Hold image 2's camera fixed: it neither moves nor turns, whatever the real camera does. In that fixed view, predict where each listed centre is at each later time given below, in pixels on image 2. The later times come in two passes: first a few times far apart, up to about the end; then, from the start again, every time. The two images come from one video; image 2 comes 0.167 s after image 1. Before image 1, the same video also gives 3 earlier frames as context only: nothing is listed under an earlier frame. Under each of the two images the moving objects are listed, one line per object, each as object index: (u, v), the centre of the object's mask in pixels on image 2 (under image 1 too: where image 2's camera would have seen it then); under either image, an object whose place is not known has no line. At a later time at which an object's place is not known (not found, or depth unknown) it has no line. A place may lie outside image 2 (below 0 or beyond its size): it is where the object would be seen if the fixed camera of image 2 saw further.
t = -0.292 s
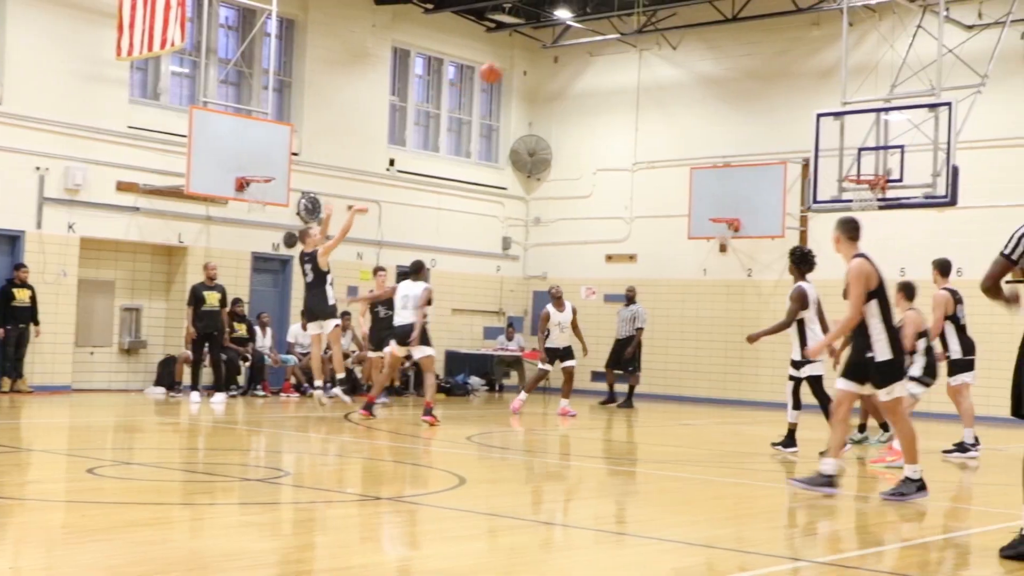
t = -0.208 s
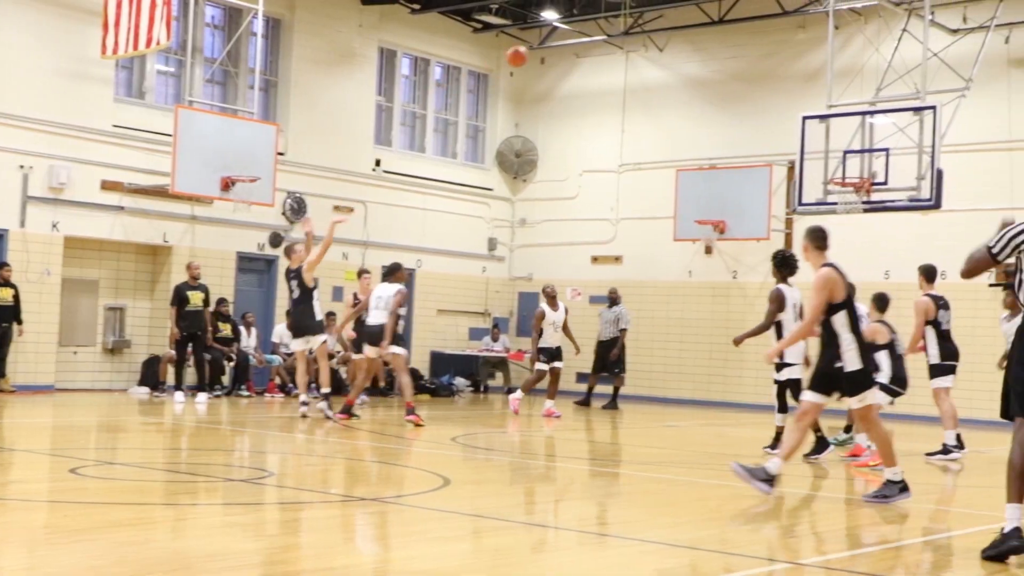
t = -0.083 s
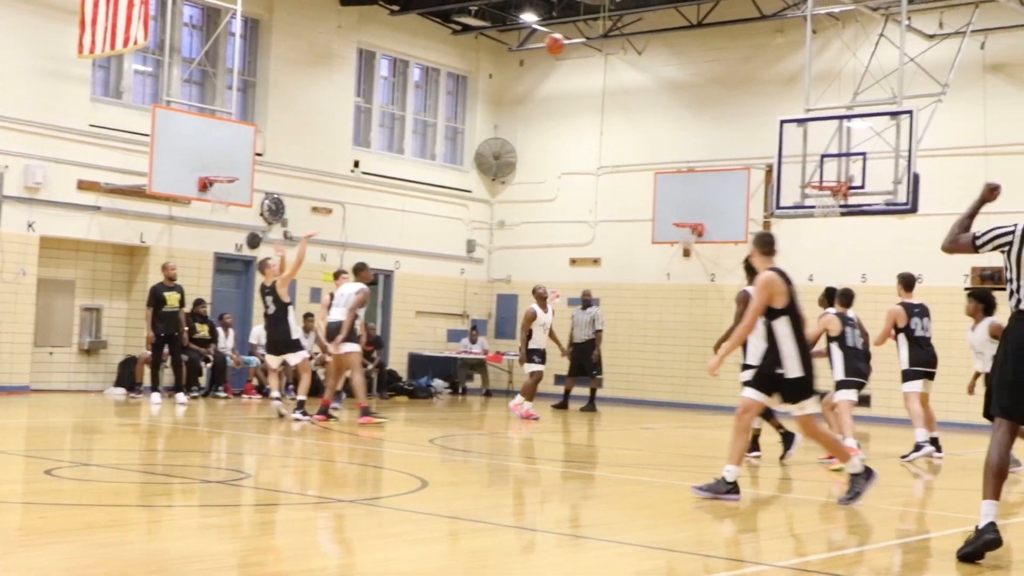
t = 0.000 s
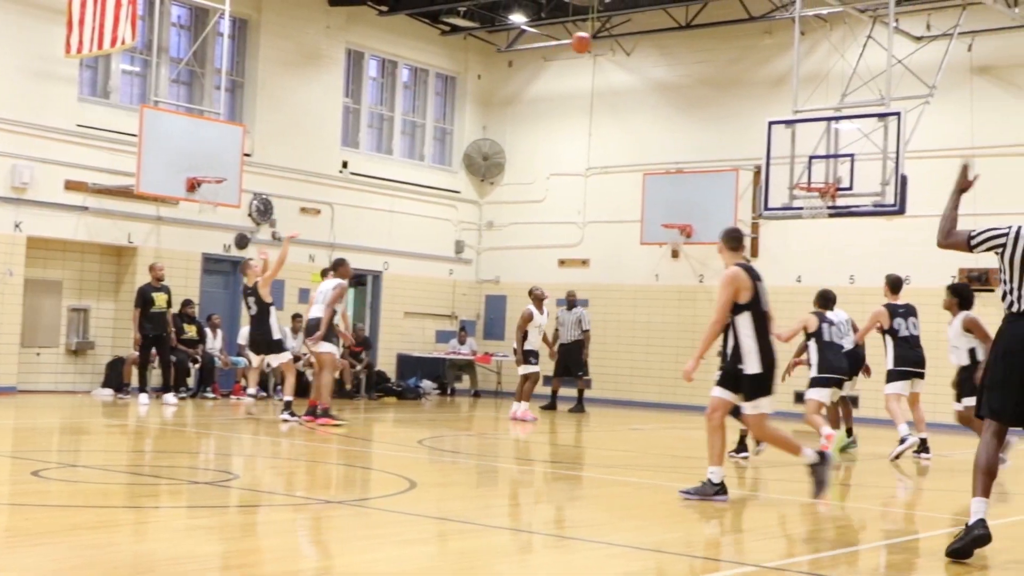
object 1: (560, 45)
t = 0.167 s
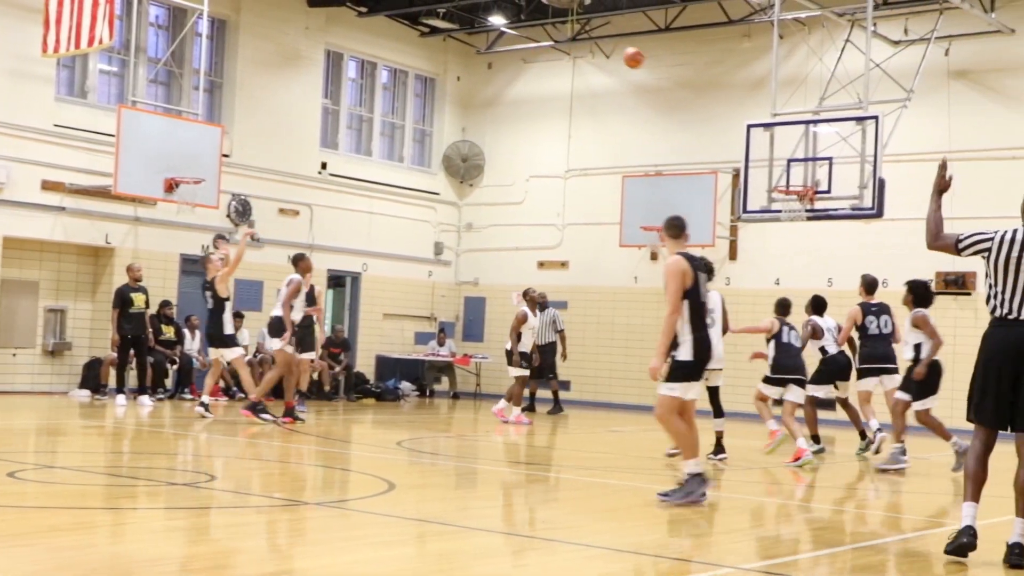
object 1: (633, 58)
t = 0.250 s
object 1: (668, 73)
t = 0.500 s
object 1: (769, 151)
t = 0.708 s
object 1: (799, 179)
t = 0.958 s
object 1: (747, 168)
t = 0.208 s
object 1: (651, 64)
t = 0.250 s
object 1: (668, 73)
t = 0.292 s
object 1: (686, 82)
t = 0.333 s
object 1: (702, 93)
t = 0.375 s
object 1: (720, 105)
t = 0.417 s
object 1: (737, 119)
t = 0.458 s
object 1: (753, 134)
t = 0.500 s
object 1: (769, 151)
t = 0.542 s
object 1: (786, 168)
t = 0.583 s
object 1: (798, 182)
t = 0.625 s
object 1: (805, 185)
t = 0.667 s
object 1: (802, 182)
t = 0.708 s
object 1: (799, 179)
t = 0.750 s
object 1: (791, 174)
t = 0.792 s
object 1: (782, 170)
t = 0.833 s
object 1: (774, 168)
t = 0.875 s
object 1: (765, 167)
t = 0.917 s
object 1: (755, 167)
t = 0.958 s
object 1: (747, 168)
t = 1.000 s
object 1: (739, 171)
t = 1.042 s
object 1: (730, 177)
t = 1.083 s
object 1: (720, 182)
